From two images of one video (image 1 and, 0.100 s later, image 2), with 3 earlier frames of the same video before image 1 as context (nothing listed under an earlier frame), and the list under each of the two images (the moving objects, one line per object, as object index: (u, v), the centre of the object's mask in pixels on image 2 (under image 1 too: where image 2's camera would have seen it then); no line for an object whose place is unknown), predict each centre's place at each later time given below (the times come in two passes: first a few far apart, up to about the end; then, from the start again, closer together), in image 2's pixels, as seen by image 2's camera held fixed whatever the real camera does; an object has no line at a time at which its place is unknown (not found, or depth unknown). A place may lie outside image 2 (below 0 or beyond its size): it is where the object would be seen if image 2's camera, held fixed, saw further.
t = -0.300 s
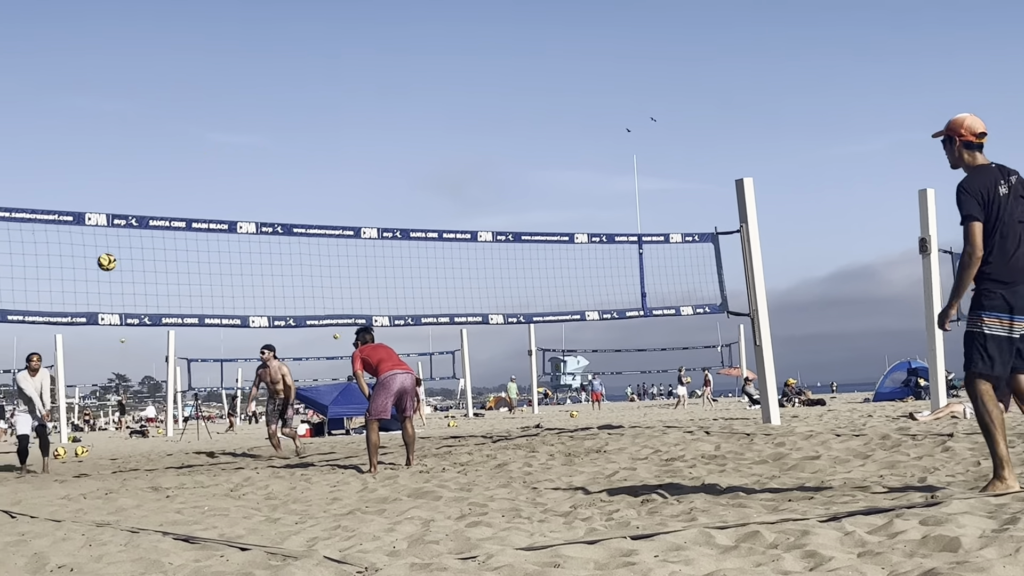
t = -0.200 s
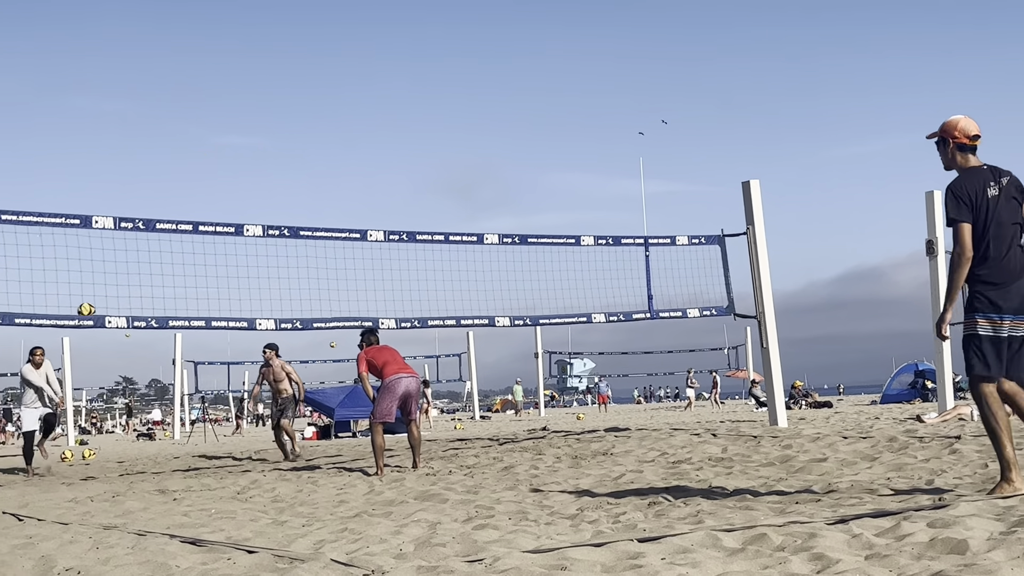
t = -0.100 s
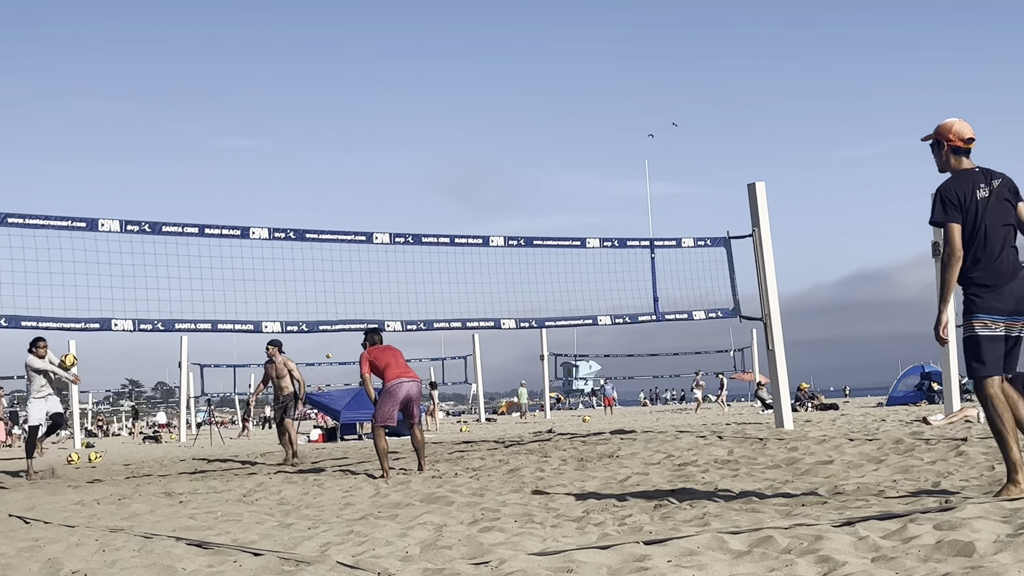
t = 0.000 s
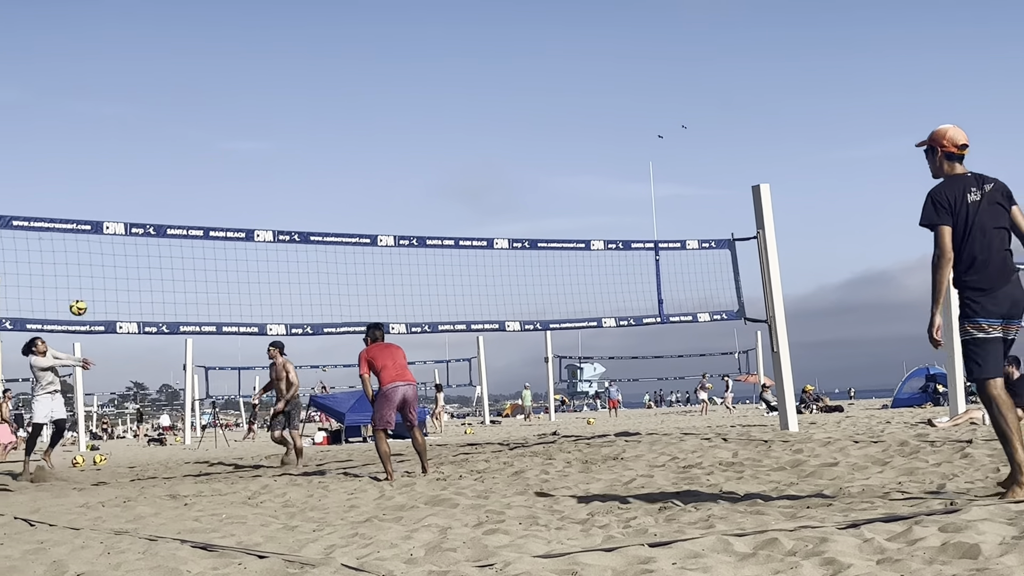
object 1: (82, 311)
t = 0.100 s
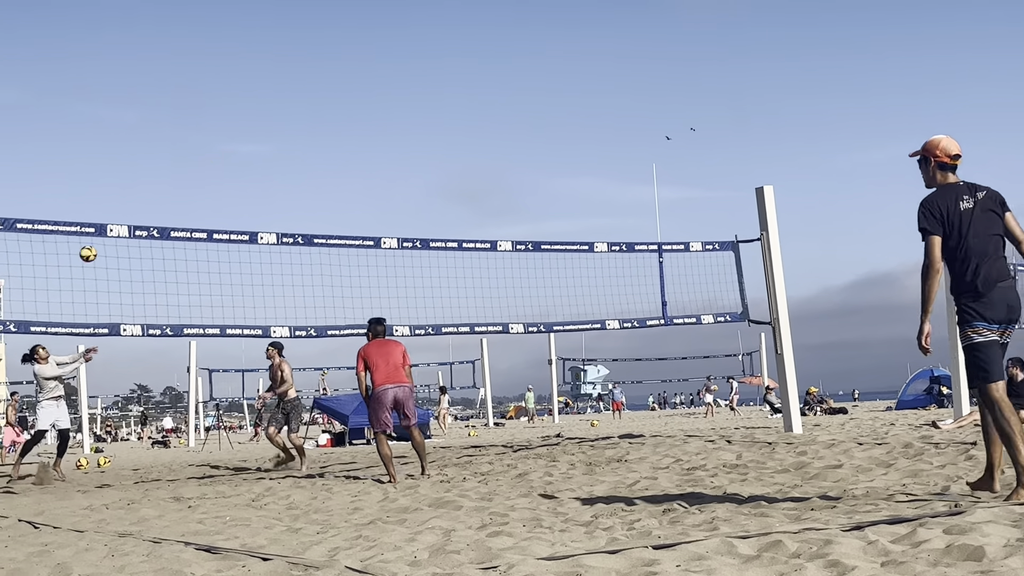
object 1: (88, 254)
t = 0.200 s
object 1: (94, 204)
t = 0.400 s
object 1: (105, 127)
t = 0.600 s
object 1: (115, 79)
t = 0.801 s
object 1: (125, 62)
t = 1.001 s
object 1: (136, 76)
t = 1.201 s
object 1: (148, 123)
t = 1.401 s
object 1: (161, 206)
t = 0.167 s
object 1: (92, 218)
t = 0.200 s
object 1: (94, 204)
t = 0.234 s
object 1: (96, 189)
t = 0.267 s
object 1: (97, 175)
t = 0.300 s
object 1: (99, 162)
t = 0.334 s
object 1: (101, 149)
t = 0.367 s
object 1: (103, 138)
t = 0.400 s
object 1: (105, 127)
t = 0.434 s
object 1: (106, 117)
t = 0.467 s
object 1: (108, 108)
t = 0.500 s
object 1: (110, 100)
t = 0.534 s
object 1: (112, 92)
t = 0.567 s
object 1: (113, 85)
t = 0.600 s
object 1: (115, 79)
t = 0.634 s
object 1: (117, 74)
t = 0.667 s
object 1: (119, 70)
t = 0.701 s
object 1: (120, 66)
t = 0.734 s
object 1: (122, 64)
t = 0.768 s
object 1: (124, 62)
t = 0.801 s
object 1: (125, 62)
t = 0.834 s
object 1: (127, 62)
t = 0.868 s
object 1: (129, 63)
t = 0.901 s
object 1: (131, 65)
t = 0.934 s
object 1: (133, 67)
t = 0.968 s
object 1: (134, 71)
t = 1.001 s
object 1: (136, 76)
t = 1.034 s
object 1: (138, 81)
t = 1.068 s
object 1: (140, 88)
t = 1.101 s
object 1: (142, 95)
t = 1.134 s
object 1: (144, 104)
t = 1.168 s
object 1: (146, 113)
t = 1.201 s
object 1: (148, 123)
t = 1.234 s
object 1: (150, 135)
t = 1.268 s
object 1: (152, 147)
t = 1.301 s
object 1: (155, 160)
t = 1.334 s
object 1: (157, 174)
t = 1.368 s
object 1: (159, 190)
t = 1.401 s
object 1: (161, 206)
